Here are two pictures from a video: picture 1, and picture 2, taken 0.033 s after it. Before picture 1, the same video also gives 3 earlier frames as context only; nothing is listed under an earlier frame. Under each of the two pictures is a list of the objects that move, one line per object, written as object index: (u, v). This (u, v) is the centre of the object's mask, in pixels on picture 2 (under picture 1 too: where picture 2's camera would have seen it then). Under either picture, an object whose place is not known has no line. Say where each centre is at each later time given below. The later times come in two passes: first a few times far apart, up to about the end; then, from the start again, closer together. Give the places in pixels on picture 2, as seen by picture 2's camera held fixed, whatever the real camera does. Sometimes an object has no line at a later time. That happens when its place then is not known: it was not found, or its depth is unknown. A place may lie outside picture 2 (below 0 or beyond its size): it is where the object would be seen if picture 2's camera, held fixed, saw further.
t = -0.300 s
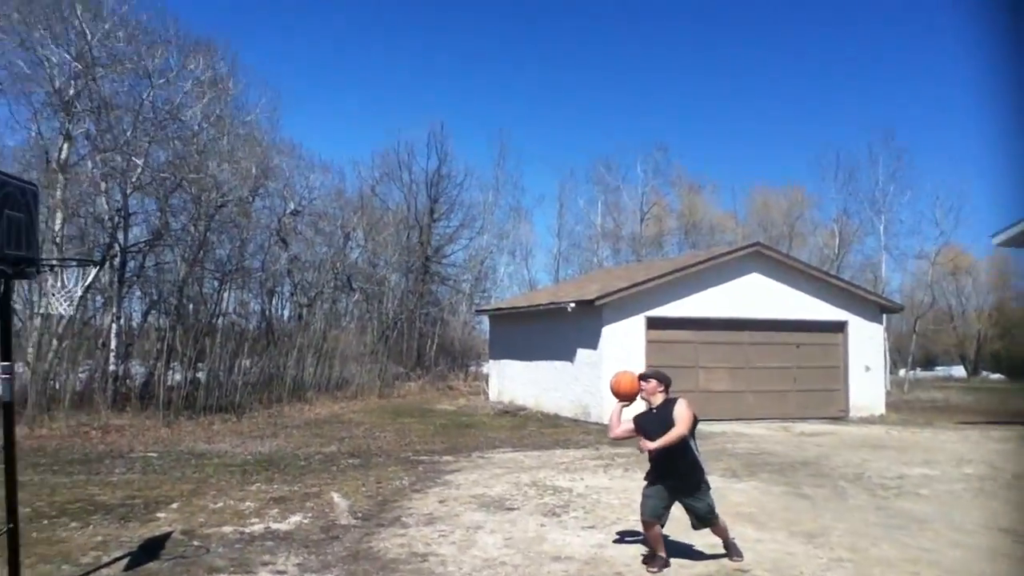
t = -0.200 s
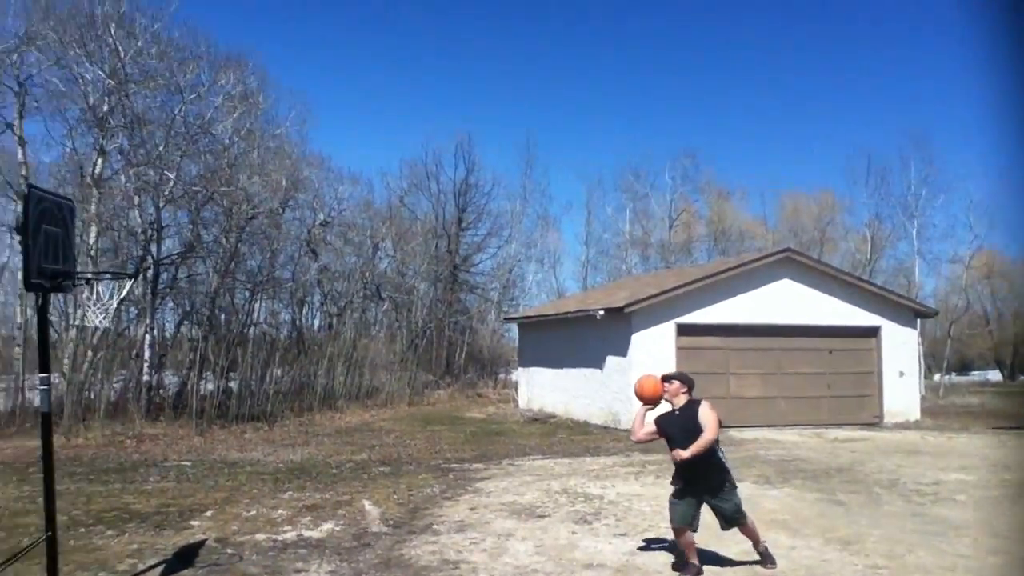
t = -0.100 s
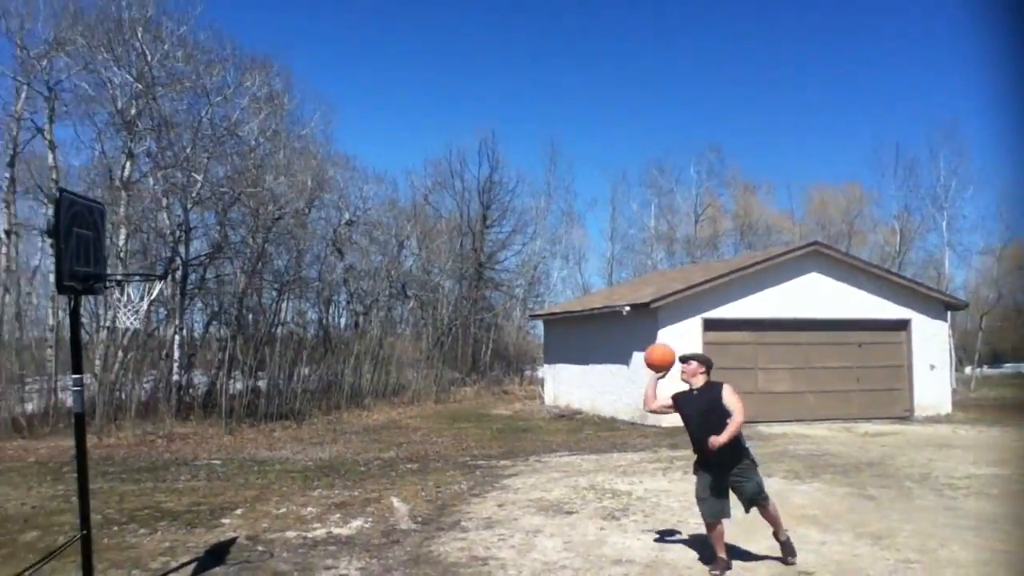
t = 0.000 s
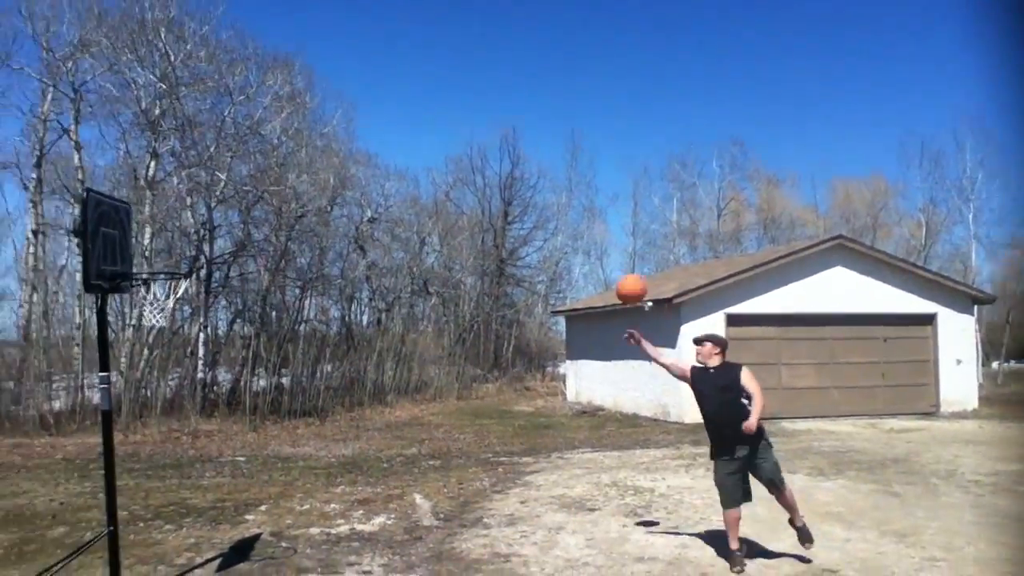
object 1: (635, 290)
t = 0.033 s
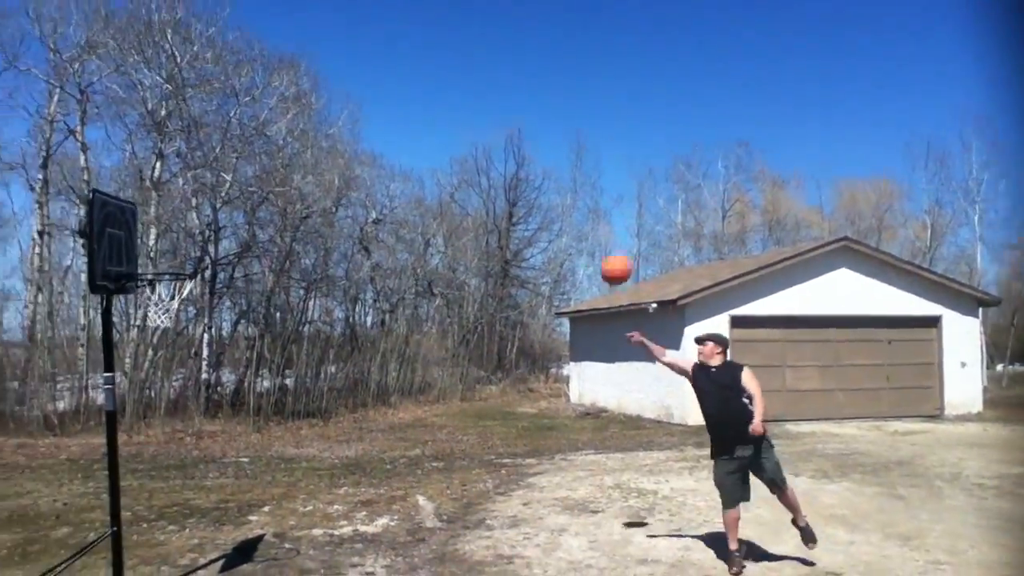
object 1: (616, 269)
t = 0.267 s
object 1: (479, 159)
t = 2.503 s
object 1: (349, 435)
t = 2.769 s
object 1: (374, 482)
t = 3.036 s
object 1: (390, 480)
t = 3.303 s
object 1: (400, 480)
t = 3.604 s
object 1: (408, 488)
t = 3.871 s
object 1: (414, 497)
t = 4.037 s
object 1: (415, 494)
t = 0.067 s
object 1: (597, 249)
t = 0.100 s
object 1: (577, 231)
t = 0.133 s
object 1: (557, 214)
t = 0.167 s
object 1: (537, 198)
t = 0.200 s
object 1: (518, 184)
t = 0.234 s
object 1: (500, 172)
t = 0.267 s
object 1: (479, 159)
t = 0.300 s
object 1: (458, 150)
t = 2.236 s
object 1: (320, 466)
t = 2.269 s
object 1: (324, 458)
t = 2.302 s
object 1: (328, 451)
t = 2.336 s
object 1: (332, 445)
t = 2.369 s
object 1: (336, 440)
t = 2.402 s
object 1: (338, 438)
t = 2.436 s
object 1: (342, 436)
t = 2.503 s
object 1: (349, 435)
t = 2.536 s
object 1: (353, 436)
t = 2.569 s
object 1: (356, 440)
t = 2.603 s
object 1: (360, 443)
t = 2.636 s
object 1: (363, 449)
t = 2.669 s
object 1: (366, 455)
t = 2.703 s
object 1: (369, 463)
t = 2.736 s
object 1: (371, 472)
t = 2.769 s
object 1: (374, 482)
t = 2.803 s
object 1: (378, 493)
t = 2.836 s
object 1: (381, 506)
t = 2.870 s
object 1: (384, 517)
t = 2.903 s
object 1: (385, 508)
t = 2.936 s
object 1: (386, 499)
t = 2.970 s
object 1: (388, 491)
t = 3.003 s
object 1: (389, 485)
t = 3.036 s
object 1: (390, 480)
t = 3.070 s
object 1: (391, 476)
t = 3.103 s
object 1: (393, 473)
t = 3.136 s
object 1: (394, 472)
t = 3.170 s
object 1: (395, 472)
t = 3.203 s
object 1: (396, 472)
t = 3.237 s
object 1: (398, 473)
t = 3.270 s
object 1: (398, 476)
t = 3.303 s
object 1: (400, 480)
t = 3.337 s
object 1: (401, 485)
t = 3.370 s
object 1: (402, 491)
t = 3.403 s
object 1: (403, 499)
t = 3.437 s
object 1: (404, 506)
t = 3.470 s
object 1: (405, 503)
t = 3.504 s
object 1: (405, 497)
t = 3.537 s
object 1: (406, 492)
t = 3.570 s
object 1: (408, 489)
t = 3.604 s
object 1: (408, 488)
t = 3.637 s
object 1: (409, 487)
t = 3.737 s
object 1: (411, 491)
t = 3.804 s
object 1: (413, 498)
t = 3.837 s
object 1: (414, 500)
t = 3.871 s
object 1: (414, 497)
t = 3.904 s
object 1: (414, 495)
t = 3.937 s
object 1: (414, 493)
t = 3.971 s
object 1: (414, 492)
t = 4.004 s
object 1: (415, 492)
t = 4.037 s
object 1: (415, 494)
